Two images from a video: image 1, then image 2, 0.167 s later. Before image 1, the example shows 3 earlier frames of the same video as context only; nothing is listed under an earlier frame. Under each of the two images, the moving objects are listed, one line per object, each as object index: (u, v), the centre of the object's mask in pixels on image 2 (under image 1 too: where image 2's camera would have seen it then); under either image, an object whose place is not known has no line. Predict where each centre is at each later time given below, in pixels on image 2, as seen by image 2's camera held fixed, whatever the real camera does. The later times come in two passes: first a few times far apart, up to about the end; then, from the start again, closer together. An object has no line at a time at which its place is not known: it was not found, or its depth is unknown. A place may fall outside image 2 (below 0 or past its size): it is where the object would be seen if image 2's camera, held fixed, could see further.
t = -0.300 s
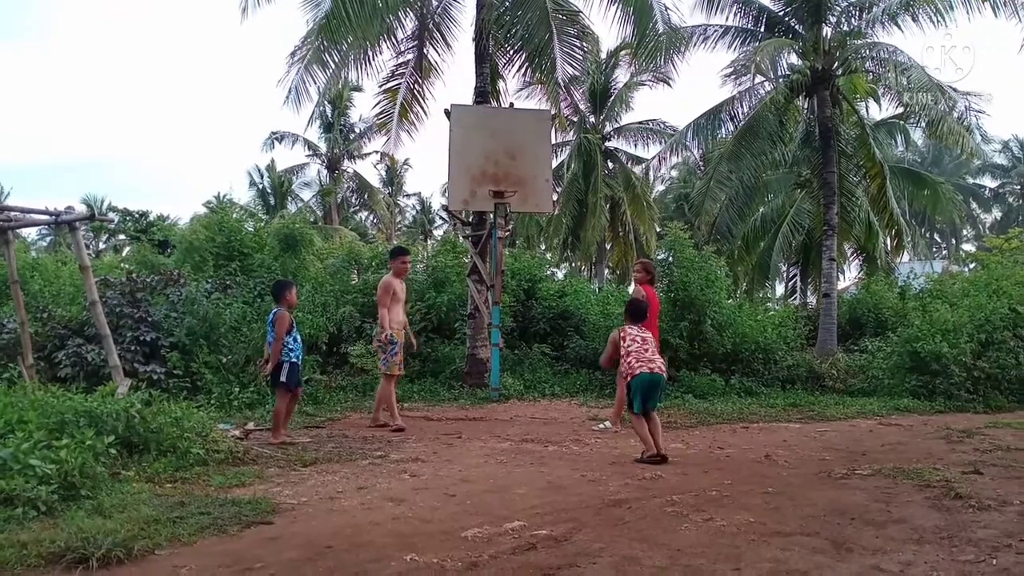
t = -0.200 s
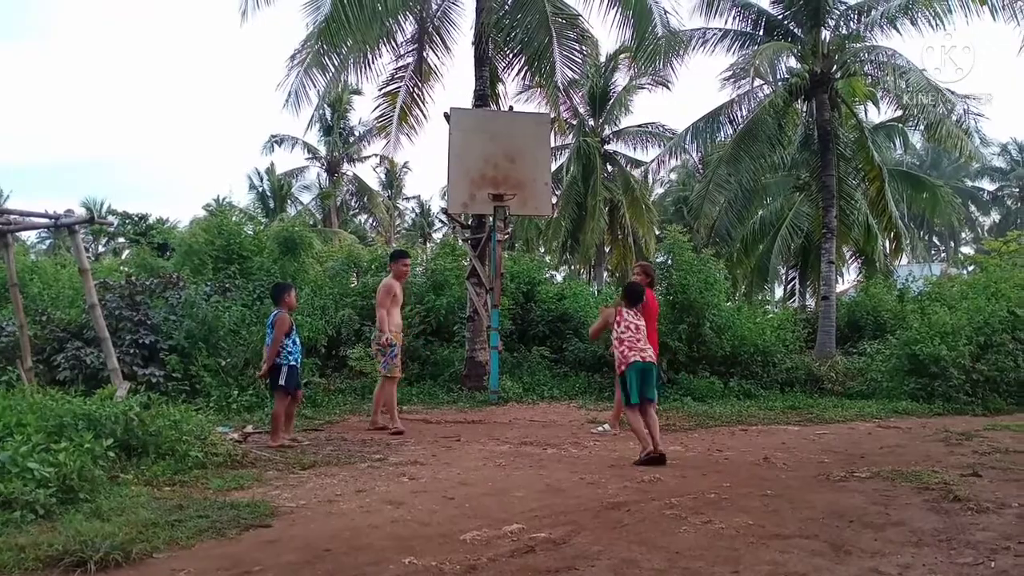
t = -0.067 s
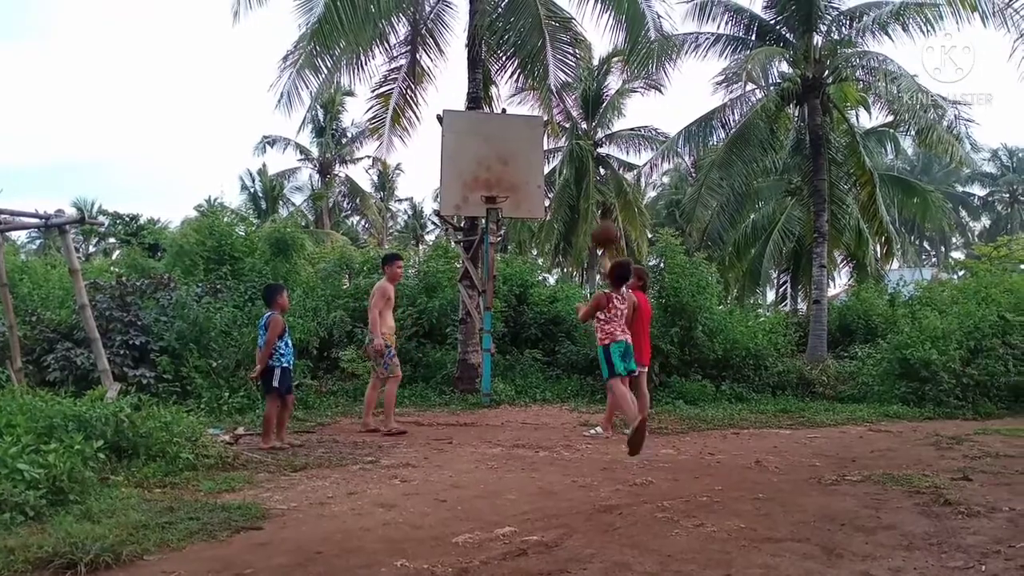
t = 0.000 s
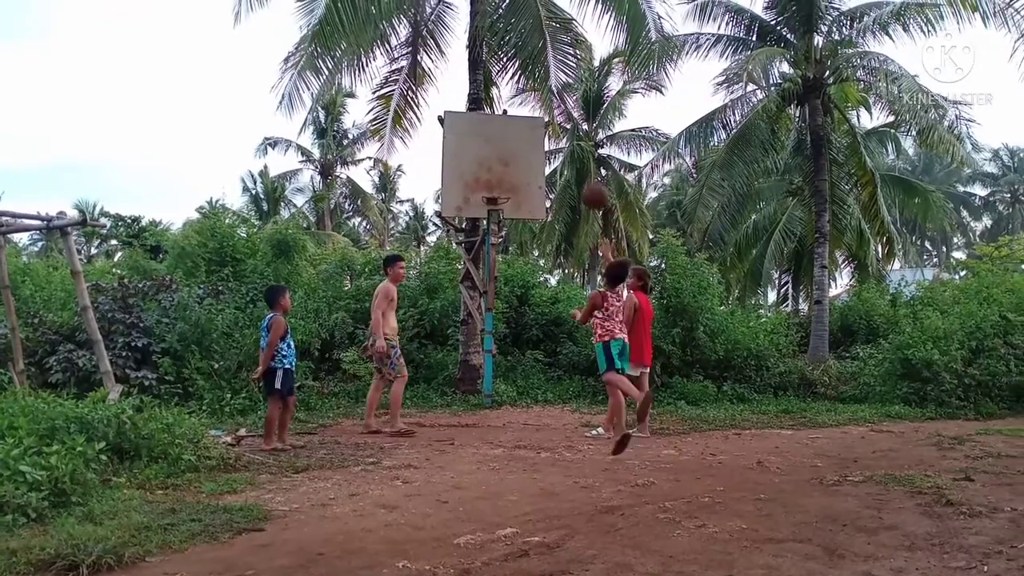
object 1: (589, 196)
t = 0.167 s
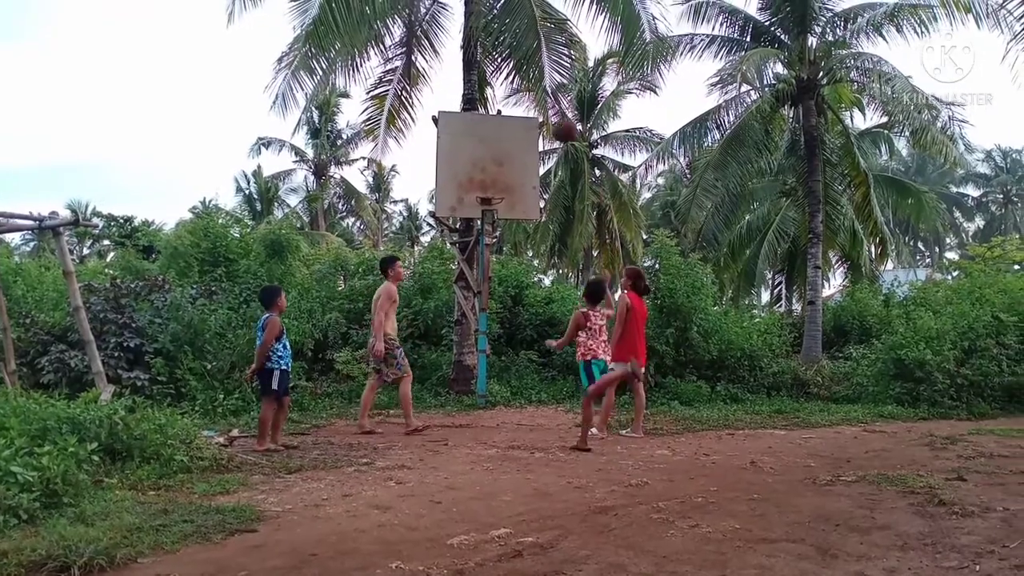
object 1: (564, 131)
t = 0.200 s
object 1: (560, 123)
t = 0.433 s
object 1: (534, 100)
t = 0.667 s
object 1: (513, 130)
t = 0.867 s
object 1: (497, 189)
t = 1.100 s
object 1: (494, 153)
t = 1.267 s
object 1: (493, 152)
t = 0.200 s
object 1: (560, 123)
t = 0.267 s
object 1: (551, 110)
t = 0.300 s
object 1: (547, 105)
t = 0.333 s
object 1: (544, 102)
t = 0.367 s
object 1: (540, 101)
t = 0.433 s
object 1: (534, 100)
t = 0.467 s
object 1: (531, 100)
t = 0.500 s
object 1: (527, 103)
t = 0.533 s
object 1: (524, 107)
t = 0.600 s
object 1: (518, 117)
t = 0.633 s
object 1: (515, 123)
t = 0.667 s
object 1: (513, 130)
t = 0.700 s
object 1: (510, 138)
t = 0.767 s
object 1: (505, 156)
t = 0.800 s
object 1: (502, 166)
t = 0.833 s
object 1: (499, 177)
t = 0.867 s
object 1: (497, 189)
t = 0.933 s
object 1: (495, 177)
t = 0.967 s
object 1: (495, 170)
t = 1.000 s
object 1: (494, 165)
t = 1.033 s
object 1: (494, 160)
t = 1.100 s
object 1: (494, 153)
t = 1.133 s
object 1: (493, 151)
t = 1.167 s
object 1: (493, 150)
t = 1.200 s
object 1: (493, 150)
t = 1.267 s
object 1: (493, 152)
